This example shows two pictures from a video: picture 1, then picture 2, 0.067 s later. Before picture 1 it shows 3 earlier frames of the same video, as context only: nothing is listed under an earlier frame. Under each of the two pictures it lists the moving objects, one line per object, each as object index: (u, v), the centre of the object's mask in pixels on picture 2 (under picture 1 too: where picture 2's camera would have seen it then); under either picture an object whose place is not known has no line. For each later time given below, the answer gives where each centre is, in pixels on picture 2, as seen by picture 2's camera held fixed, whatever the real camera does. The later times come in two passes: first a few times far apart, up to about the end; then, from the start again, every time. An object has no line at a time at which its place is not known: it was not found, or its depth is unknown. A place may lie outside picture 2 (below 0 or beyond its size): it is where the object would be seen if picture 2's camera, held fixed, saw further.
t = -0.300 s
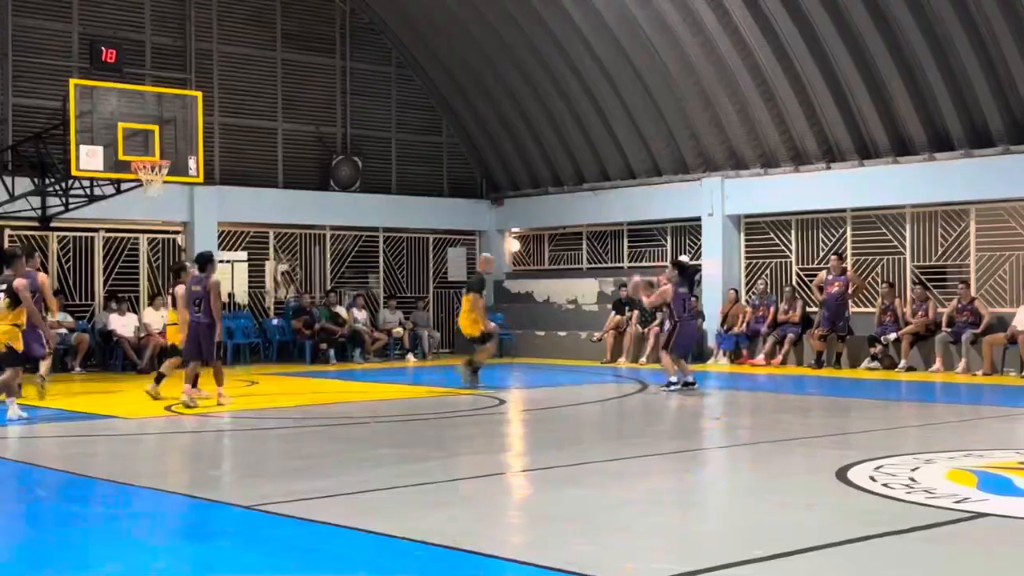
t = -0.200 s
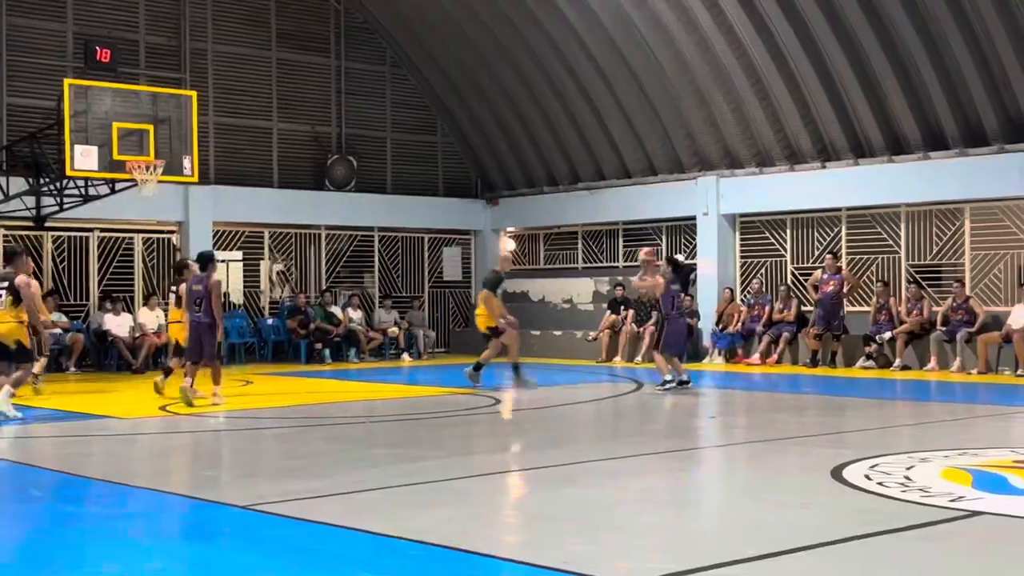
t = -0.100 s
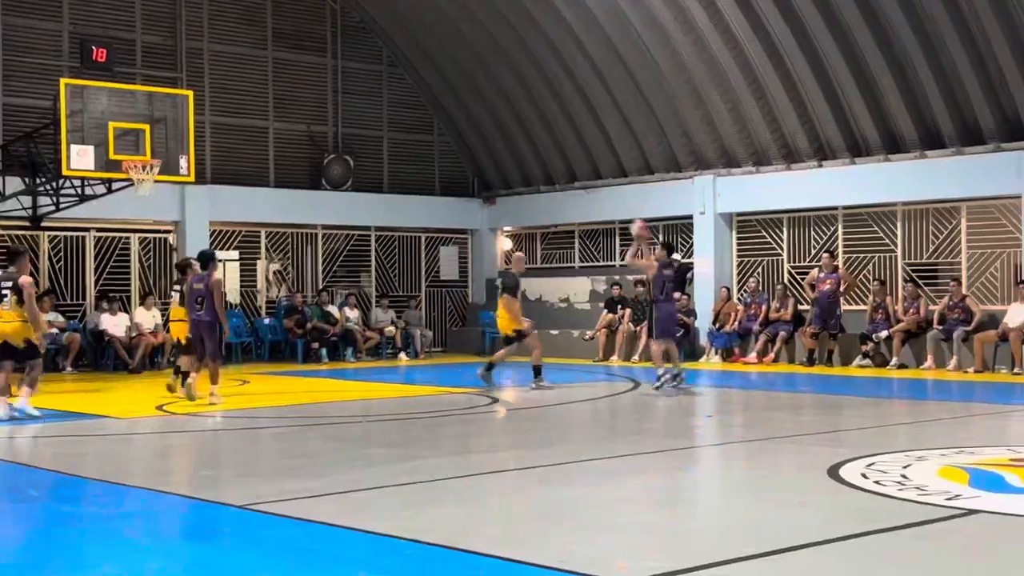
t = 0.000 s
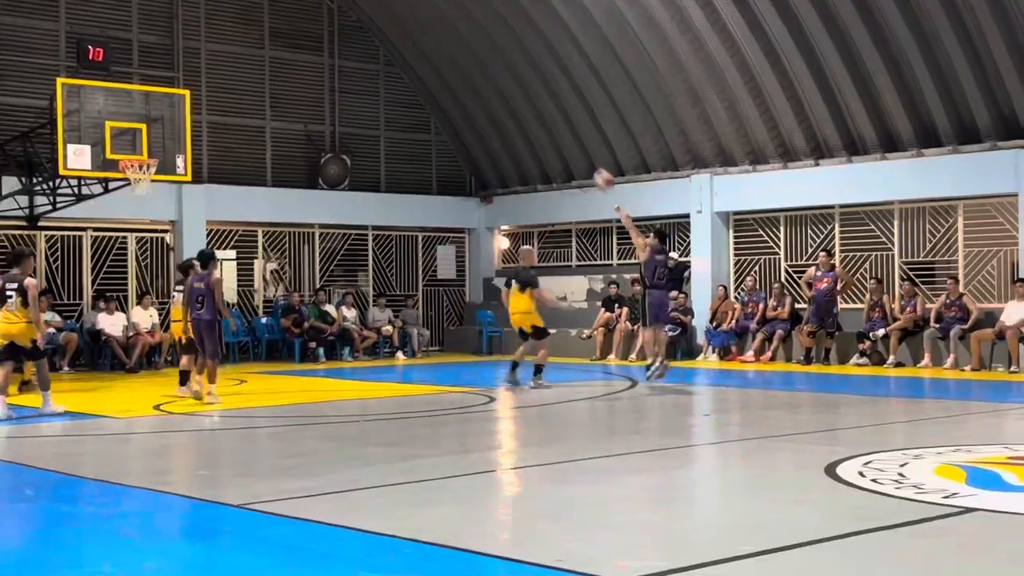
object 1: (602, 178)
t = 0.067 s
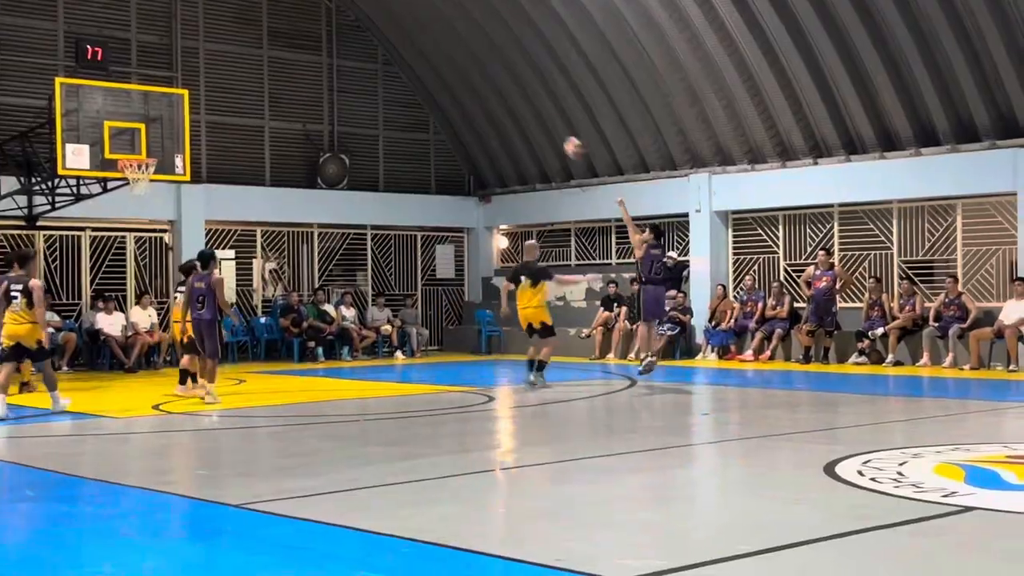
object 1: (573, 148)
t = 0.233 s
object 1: (504, 85)
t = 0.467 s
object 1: (412, 34)
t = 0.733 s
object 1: (309, 28)
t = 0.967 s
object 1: (225, 65)
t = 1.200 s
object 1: (142, 141)
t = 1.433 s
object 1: (126, 109)
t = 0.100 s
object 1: (559, 133)
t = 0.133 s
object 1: (545, 120)
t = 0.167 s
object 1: (531, 108)
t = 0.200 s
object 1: (518, 96)
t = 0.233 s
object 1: (504, 85)
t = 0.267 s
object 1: (491, 75)
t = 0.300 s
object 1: (478, 66)
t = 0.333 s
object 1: (464, 58)
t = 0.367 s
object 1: (451, 51)
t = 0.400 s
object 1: (437, 44)
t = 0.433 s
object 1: (425, 39)
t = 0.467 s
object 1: (412, 34)
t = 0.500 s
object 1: (398, 31)
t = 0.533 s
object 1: (386, 28)
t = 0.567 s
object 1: (373, 26)
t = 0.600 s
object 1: (360, 24)
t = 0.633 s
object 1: (347, 24)
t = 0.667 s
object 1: (335, 25)
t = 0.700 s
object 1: (322, 26)
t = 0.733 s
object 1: (309, 28)
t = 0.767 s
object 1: (298, 31)
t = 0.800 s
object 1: (285, 35)
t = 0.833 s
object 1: (273, 39)
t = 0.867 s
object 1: (261, 45)
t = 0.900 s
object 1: (248, 50)
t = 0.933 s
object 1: (237, 58)
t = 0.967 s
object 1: (225, 65)
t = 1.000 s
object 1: (213, 74)
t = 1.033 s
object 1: (201, 83)
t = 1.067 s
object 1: (190, 92)
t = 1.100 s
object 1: (176, 104)
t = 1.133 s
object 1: (166, 116)
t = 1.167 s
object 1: (155, 127)
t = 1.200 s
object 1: (142, 141)
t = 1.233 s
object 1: (132, 150)
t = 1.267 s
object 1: (131, 140)
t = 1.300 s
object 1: (130, 135)
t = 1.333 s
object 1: (129, 125)
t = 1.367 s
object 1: (128, 120)
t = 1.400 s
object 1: (127, 113)
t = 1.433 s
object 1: (126, 109)
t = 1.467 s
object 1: (125, 104)
